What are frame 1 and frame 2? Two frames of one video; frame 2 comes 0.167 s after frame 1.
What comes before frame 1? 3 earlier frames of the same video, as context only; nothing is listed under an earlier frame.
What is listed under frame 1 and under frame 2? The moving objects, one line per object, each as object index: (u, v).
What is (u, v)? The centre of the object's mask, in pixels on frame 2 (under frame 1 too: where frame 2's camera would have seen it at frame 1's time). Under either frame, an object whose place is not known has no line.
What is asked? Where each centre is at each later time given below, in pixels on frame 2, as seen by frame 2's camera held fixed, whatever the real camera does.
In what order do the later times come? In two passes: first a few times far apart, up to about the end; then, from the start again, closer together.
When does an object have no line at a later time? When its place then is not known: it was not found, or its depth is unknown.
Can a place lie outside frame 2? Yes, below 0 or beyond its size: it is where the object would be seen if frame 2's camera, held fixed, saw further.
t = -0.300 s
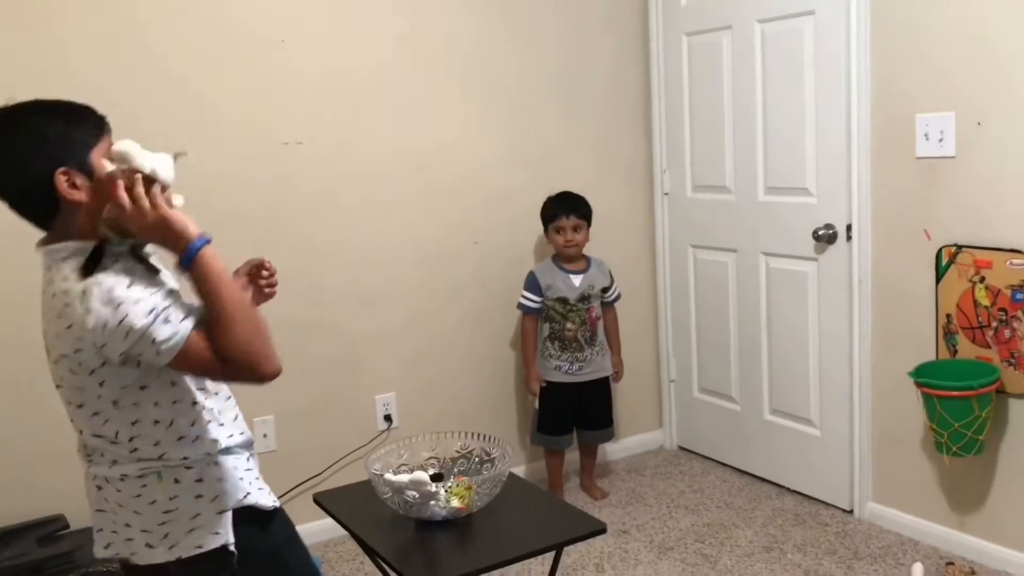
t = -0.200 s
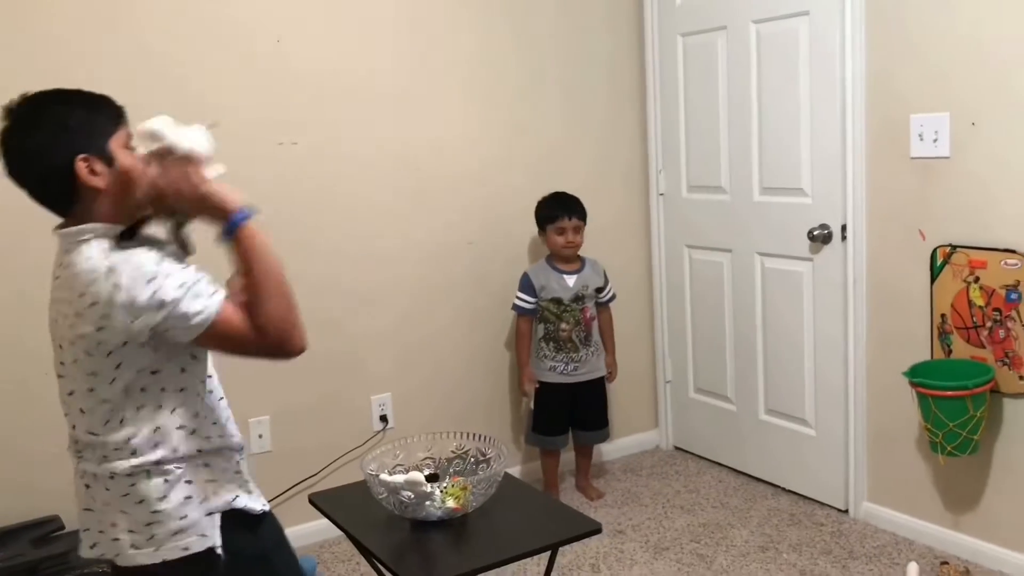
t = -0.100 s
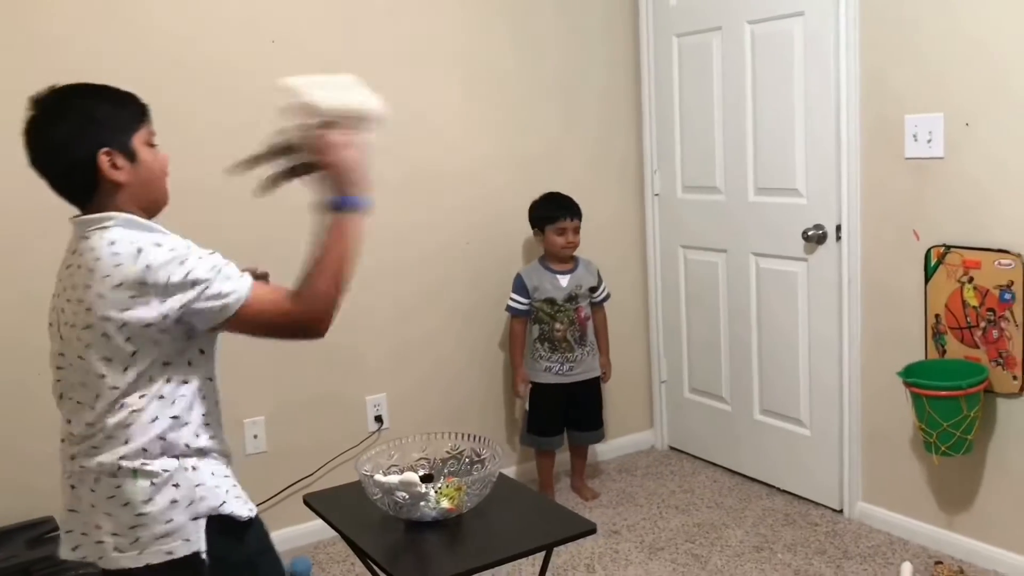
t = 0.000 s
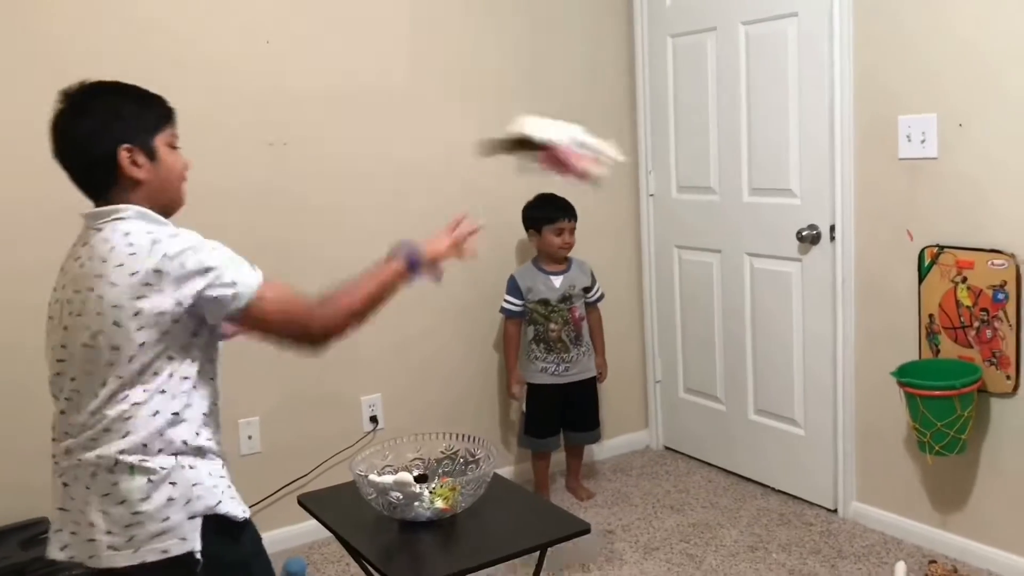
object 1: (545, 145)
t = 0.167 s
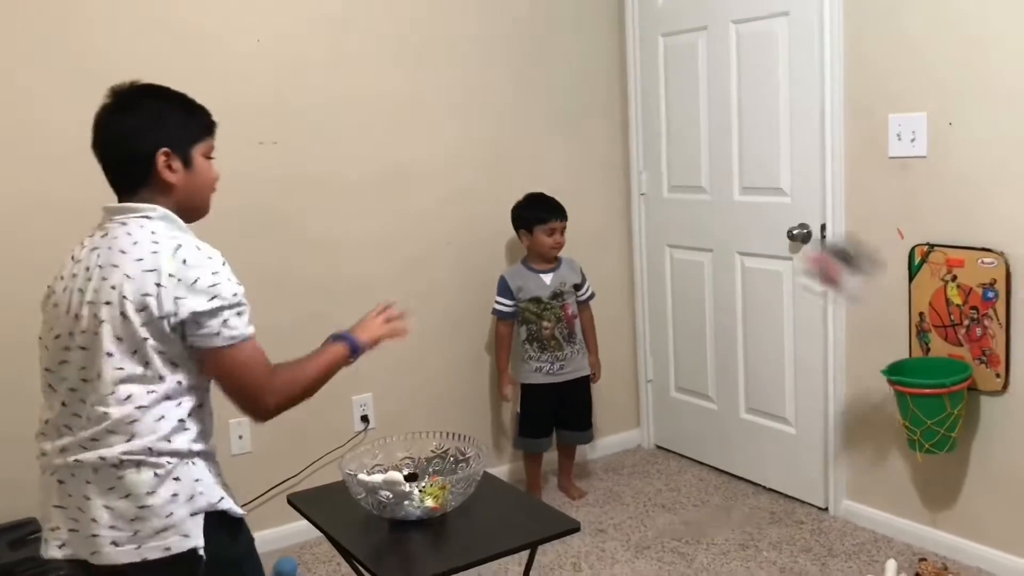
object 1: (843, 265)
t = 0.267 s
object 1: (937, 355)
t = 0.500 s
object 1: (831, 379)
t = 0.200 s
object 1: (877, 298)
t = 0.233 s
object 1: (912, 336)
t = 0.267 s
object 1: (937, 355)
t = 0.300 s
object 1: (920, 351)
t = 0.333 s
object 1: (896, 351)
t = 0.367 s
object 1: (883, 354)
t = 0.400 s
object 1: (873, 353)
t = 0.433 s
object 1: (859, 356)
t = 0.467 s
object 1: (843, 364)
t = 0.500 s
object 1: (831, 379)
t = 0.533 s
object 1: (819, 399)
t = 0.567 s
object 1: (808, 414)
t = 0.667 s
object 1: (764, 516)
